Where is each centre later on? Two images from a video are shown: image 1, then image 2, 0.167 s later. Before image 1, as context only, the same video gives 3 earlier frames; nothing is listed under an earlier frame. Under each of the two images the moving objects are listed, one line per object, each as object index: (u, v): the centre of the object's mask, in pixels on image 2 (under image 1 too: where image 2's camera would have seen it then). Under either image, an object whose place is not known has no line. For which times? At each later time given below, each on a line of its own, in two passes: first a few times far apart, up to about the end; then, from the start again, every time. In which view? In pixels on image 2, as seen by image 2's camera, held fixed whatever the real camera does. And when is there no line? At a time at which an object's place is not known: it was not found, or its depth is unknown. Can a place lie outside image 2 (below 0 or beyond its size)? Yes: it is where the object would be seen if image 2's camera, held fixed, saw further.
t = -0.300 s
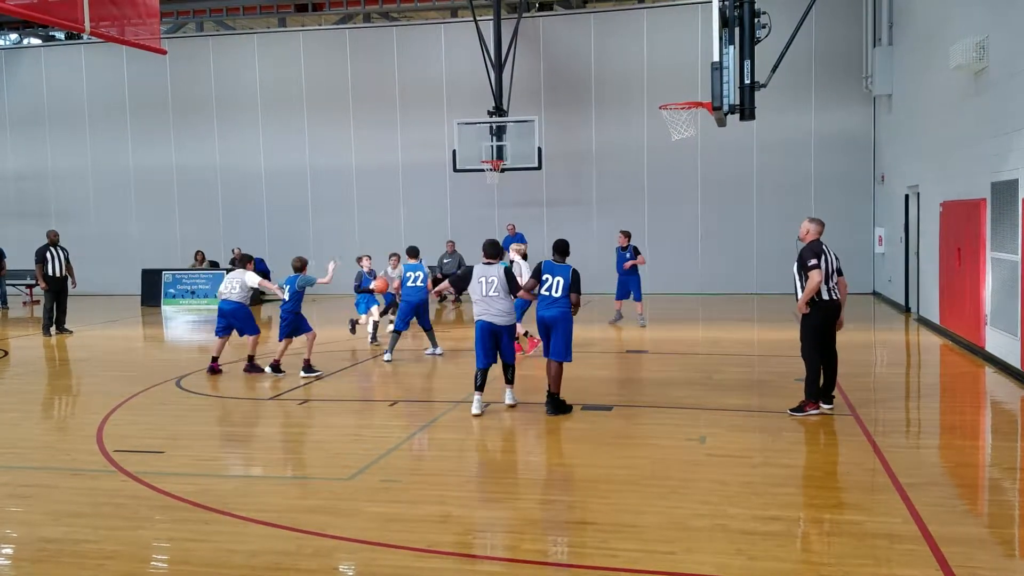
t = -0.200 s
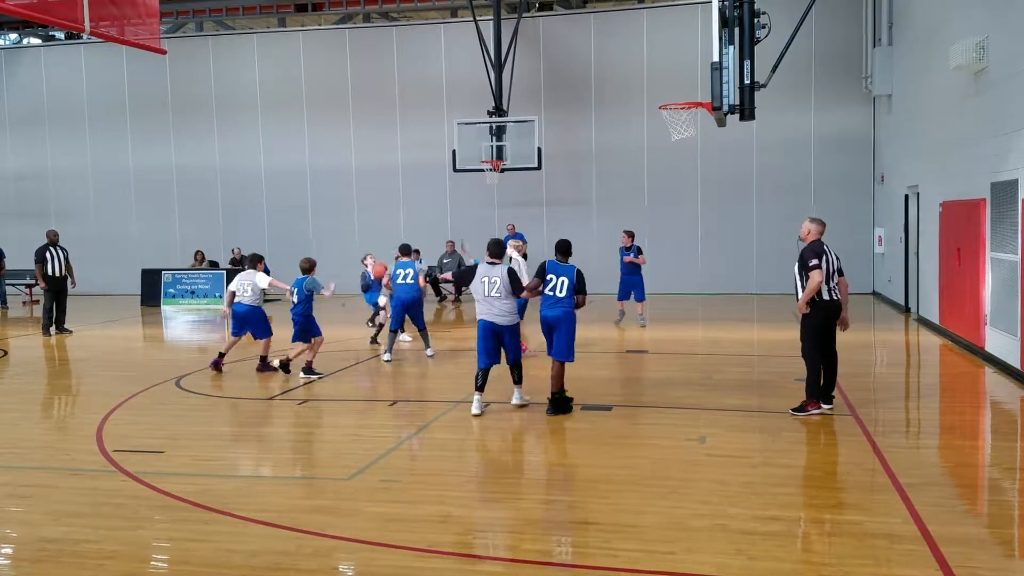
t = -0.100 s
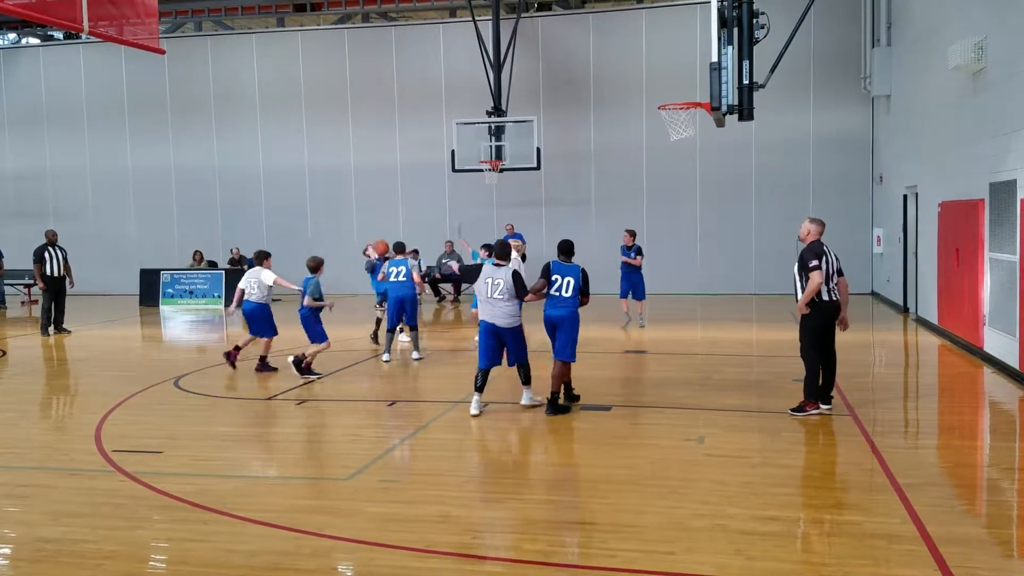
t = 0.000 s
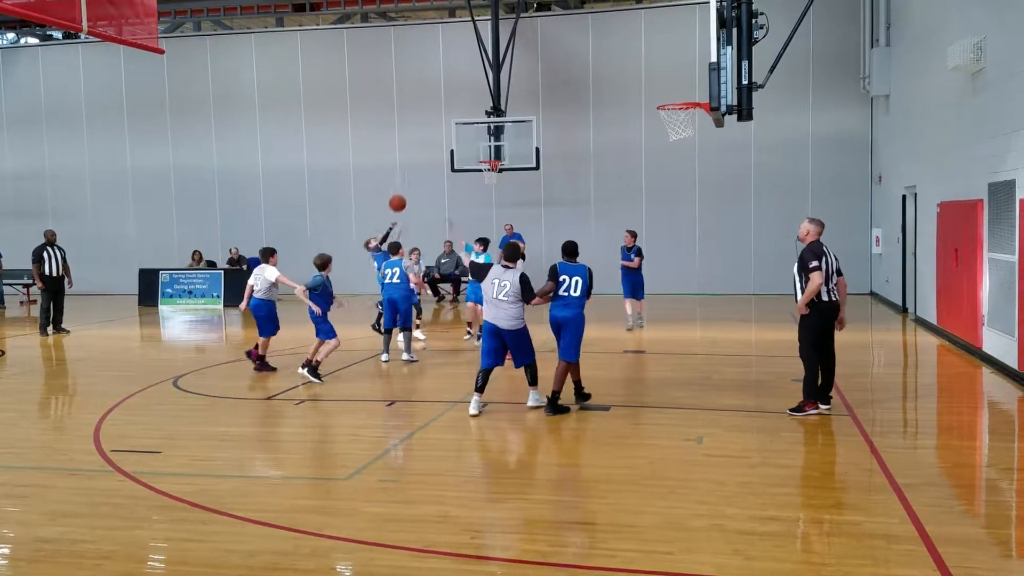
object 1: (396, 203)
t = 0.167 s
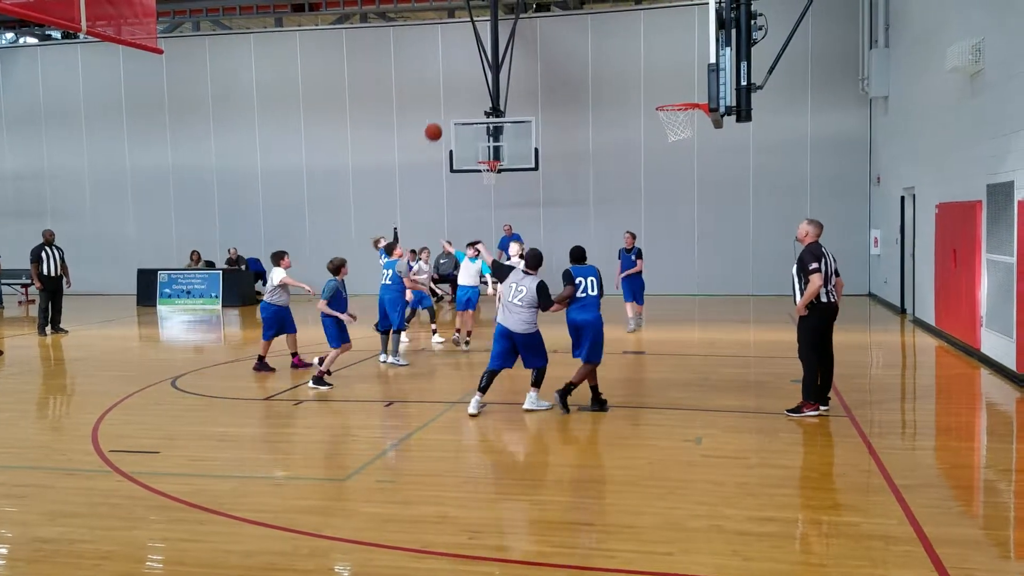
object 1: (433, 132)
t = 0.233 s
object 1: (449, 108)
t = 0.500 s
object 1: (515, 41)
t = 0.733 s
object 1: (580, 24)
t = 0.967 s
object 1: (652, 54)
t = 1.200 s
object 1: (680, 127)
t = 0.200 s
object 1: (441, 120)
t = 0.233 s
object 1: (449, 108)
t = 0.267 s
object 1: (457, 97)
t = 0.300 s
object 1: (465, 87)
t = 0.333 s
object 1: (472, 77)
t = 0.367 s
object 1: (481, 68)
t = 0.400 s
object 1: (489, 60)
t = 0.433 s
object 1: (498, 52)
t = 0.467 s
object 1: (507, 46)
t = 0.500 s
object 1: (515, 41)
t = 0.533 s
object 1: (524, 36)
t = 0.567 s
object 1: (533, 31)
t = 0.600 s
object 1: (542, 28)
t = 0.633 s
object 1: (551, 26)
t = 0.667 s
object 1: (561, 25)
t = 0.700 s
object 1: (571, 24)
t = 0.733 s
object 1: (580, 24)
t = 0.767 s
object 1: (590, 26)
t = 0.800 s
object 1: (600, 28)
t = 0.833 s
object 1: (610, 31)
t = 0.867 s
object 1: (620, 35)
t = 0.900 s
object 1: (630, 41)
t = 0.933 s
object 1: (641, 47)
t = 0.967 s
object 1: (652, 54)
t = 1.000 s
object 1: (662, 63)
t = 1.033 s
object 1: (673, 72)
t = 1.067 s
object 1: (683, 82)
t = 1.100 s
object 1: (694, 93)
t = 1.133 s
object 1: (699, 105)
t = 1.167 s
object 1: (691, 115)
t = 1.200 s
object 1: (680, 127)
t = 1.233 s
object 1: (671, 140)
